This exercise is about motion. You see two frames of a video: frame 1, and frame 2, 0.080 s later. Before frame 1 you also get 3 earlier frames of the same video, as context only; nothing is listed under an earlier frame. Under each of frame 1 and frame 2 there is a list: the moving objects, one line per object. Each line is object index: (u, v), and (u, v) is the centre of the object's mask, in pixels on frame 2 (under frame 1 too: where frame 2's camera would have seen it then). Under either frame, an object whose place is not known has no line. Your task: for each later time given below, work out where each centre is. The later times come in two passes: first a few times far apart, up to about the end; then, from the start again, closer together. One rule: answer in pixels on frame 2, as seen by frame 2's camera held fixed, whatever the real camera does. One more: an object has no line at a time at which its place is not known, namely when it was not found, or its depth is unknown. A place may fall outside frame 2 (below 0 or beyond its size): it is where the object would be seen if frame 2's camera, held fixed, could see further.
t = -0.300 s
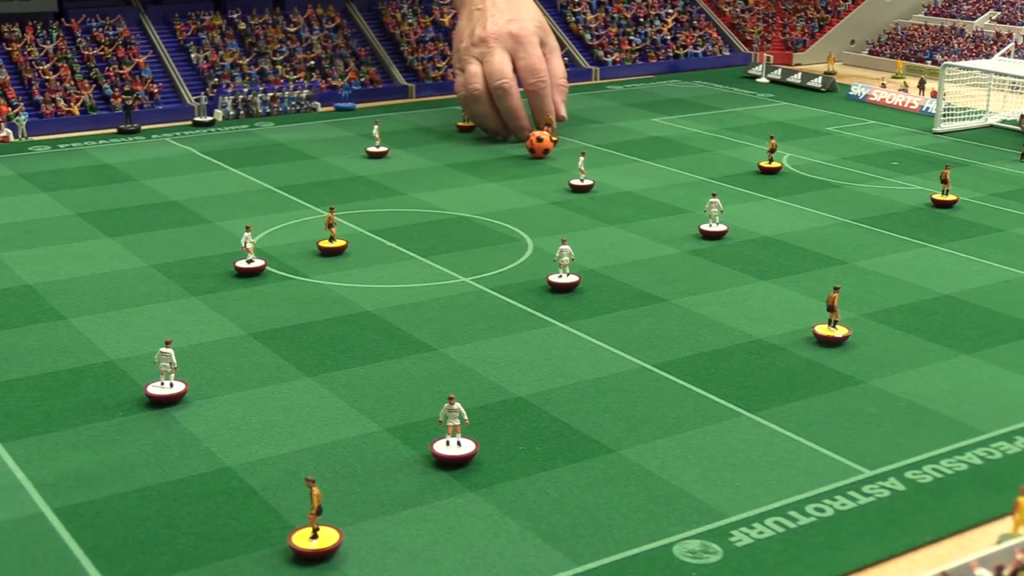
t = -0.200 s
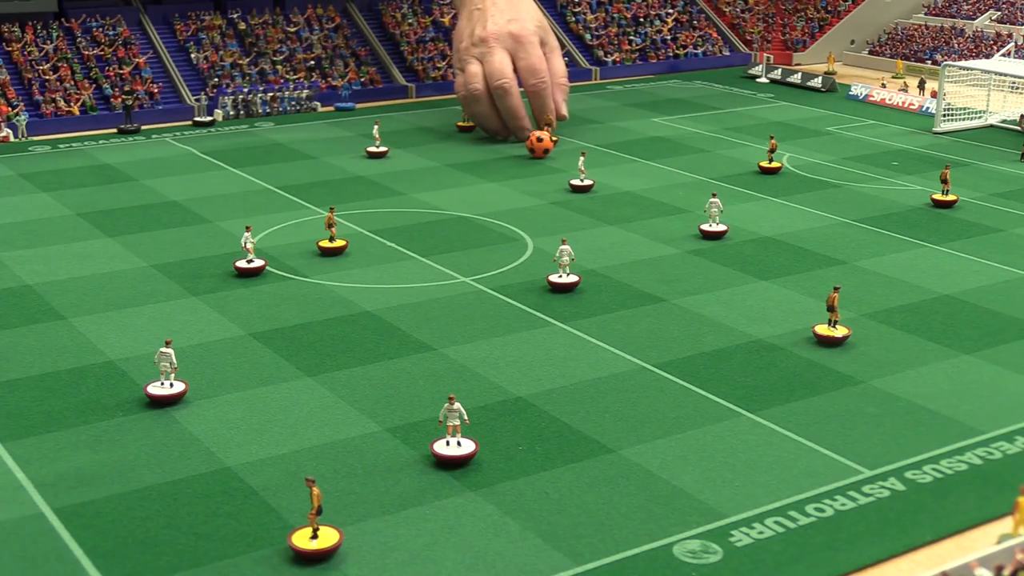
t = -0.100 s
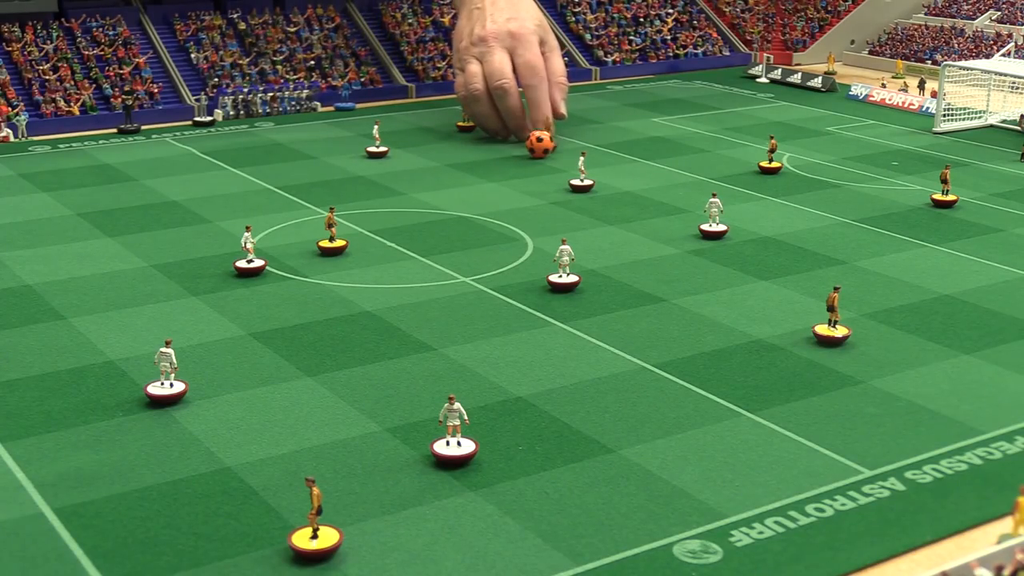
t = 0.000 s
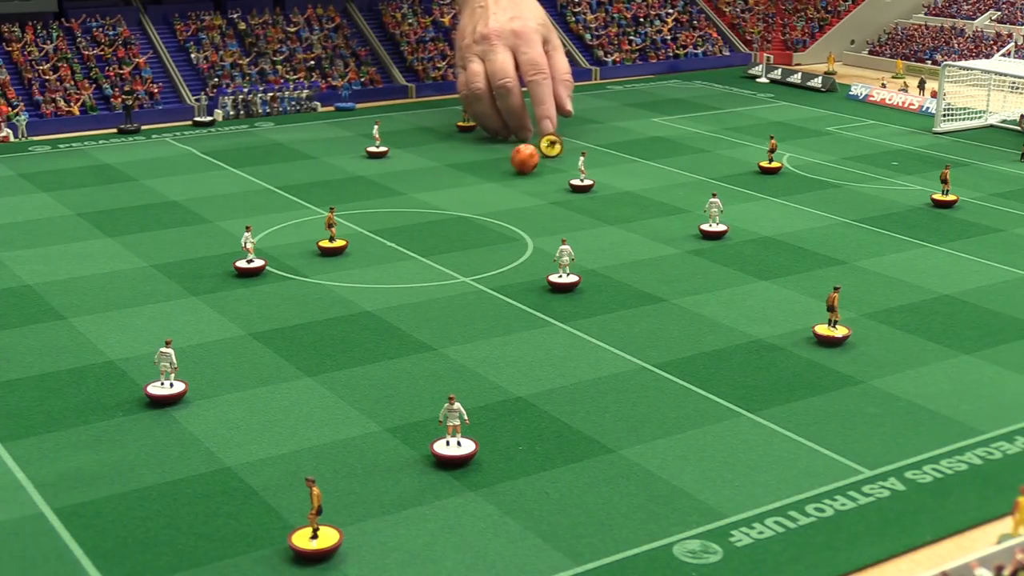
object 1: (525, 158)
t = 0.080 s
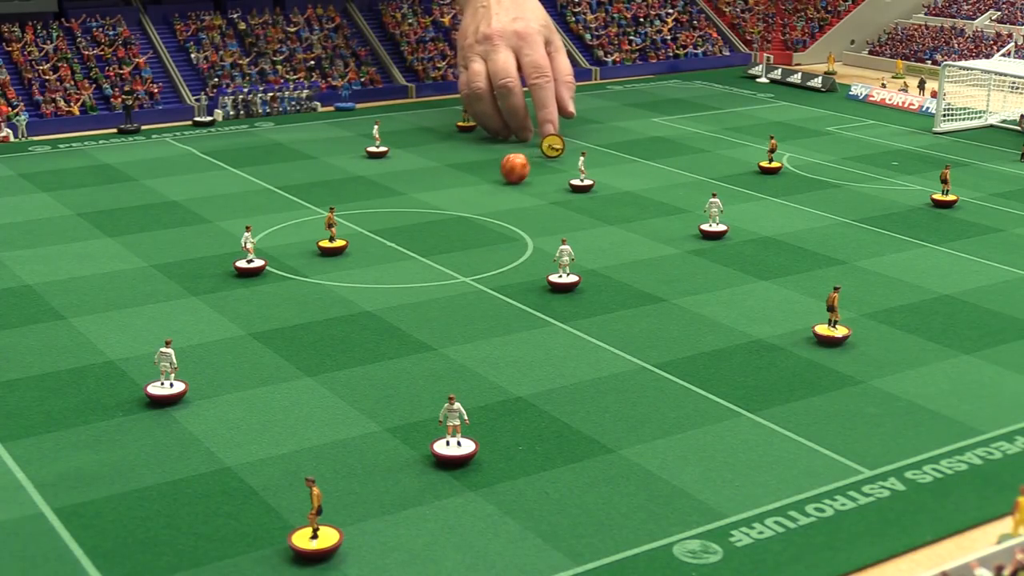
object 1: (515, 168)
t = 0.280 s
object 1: (490, 191)
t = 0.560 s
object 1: (456, 227)
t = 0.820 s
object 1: (425, 262)
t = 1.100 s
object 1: (395, 302)
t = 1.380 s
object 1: (370, 343)
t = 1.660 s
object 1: (350, 386)
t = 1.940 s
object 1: (334, 428)
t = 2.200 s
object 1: (324, 464)
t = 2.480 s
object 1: (320, 498)
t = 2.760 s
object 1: (322, 500)
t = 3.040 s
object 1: (322, 500)
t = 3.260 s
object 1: (322, 500)
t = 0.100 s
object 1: (512, 170)
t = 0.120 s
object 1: (510, 172)
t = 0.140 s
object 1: (507, 175)
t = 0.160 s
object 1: (505, 177)
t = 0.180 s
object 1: (502, 179)
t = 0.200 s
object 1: (500, 182)
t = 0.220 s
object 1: (497, 184)
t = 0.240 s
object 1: (495, 186)
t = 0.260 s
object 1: (492, 189)
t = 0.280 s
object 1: (490, 191)
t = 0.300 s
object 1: (487, 194)
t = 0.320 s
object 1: (485, 196)
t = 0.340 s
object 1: (482, 198)
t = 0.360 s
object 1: (480, 201)
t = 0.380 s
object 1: (477, 203)
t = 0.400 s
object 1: (475, 206)
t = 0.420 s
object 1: (472, 209)
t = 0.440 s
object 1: (470, 211)
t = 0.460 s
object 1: (468, 214)
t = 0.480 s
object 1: (465, 216)
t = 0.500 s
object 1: (463, 219)
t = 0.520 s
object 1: (460, 221)
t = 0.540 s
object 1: (458, 224)
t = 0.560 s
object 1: (456, 227)
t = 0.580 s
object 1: (453, 230)
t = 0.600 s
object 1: (451, 232)
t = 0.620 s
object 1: (448, 235)
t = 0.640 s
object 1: (446, 237)
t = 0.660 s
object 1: (444, 240)
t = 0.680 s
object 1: (441, 243)
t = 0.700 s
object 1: (439, 245)
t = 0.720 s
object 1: (437, 248)
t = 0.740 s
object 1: (435, 250)
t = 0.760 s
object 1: (432, 253)
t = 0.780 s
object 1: (430, 256)
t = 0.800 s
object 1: (427, 259)
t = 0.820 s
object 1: (425, 262)
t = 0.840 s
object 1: (423, 265)
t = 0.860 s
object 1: (421, 267)
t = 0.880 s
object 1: (418, 270)
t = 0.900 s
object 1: (416, 273)
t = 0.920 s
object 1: (414, 276)
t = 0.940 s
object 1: (412, 279)
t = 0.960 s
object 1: (410, 282)
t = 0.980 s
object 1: (407, 285)
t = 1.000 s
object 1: (405, 288)
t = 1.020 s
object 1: (403, 291)
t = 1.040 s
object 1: (401, 293)
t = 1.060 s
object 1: (399, 296)
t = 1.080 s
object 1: (397, 300)
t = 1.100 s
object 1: (395, 302)
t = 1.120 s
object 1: (392, 305)
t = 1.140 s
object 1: (391, 308)
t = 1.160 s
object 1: (389, 311)
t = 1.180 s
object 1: (387, 314)
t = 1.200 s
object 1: (385, 317)
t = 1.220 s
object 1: (383, 320)
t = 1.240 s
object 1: (382, 323)
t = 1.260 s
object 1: (380, 326)
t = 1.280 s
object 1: (378, 329)
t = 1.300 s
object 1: (376, 332)
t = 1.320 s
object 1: (375, 334)
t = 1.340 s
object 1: (373, 337)
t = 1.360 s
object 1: (371, 341)
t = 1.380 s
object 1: (370, 343)
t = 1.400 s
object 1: (368, 347)
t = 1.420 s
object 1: (366, 349)
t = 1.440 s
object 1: (365, 352)
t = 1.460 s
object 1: (363, 356)
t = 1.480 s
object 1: (362, 359)
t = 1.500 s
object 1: (360, 362)
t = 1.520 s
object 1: (359, 365)
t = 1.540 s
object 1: (358, 368)
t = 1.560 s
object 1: (356, 371)
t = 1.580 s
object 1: (355, 374)
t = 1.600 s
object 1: (354, 377)
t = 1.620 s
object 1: (352, 380)
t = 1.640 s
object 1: (351, 383)
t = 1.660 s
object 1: (350, 386)
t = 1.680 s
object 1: (349, 389)
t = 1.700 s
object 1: (347, 392)
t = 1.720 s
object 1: (346, 395)
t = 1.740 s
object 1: (345, 398)
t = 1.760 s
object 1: (344, 401)
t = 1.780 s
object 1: (342, 404)
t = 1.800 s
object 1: (341, 407)
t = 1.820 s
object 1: (340, 410)
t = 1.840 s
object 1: (339, 414)
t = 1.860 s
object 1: (338, 416)
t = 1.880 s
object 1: (337, 419)
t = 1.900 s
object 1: (336, 422)
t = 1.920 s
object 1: (335, 426)
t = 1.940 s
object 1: (334, 428)
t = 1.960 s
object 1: (334, 430)
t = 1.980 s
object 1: (333, 434)
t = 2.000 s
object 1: (332, 437)
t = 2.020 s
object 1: (331, 440)
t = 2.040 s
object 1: (330, 443)
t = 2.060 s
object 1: (329, 445)
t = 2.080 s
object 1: (328, 449)
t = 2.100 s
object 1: (327, 452)
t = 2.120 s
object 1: (326, 454)
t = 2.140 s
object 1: (326, 457)
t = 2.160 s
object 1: (325, 459)
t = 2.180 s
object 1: (324, 461)
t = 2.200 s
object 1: (324, 464)
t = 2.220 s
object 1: (323, 467)
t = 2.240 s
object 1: (323, 469)
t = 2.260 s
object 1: (322, 472)
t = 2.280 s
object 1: (321, 475)
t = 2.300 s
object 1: (320, 478)
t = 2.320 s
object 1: (319, 481)
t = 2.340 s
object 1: (319, 484)
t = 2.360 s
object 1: (318, 486)
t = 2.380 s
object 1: (318, 489)
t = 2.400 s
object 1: (318, 492)
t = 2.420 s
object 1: (318, 493)
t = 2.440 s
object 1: (320, 497)
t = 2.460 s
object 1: (320, 498)
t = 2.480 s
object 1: (320, 498)
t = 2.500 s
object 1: (320, 501)
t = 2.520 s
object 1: (320, 501)
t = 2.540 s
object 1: (320, 501)
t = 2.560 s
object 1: (320, 501)
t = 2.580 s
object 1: (319, 500)
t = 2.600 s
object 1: (320, 501)
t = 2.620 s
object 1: (321, 501)
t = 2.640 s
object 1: (321, 501)
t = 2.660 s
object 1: (321, 500)
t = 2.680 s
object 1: (322, 500)
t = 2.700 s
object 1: (322, 500)
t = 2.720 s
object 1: (321, 500)
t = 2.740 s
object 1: (321, 500)
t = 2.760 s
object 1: (322, 500)
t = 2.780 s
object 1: (322, 500)
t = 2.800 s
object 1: (321, 500)
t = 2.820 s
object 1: (322, 500)
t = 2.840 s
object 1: (322, 500)
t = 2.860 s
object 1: (322, 500)
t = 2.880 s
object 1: (322, 500)
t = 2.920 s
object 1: (322, 500)
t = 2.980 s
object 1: (322, 500)
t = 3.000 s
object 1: (322, 500)
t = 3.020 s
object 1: (322, 500)
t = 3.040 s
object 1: (322, 500)
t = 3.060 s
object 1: (322, 500)
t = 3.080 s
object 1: (322, 500)
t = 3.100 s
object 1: (321, 500)
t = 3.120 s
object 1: (322, 500)
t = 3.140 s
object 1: (322, 500)
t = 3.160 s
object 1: (322, 500)
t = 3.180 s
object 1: (322, 500)
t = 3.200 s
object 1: (322, 500)
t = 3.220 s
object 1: (322, 500)
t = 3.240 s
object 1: (322, 500)
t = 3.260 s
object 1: (322, 500)
